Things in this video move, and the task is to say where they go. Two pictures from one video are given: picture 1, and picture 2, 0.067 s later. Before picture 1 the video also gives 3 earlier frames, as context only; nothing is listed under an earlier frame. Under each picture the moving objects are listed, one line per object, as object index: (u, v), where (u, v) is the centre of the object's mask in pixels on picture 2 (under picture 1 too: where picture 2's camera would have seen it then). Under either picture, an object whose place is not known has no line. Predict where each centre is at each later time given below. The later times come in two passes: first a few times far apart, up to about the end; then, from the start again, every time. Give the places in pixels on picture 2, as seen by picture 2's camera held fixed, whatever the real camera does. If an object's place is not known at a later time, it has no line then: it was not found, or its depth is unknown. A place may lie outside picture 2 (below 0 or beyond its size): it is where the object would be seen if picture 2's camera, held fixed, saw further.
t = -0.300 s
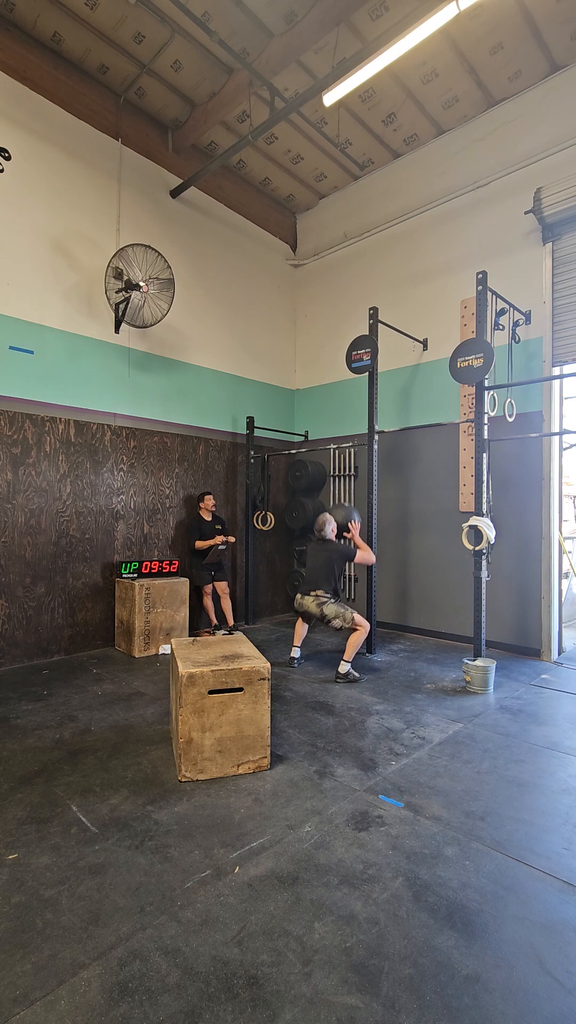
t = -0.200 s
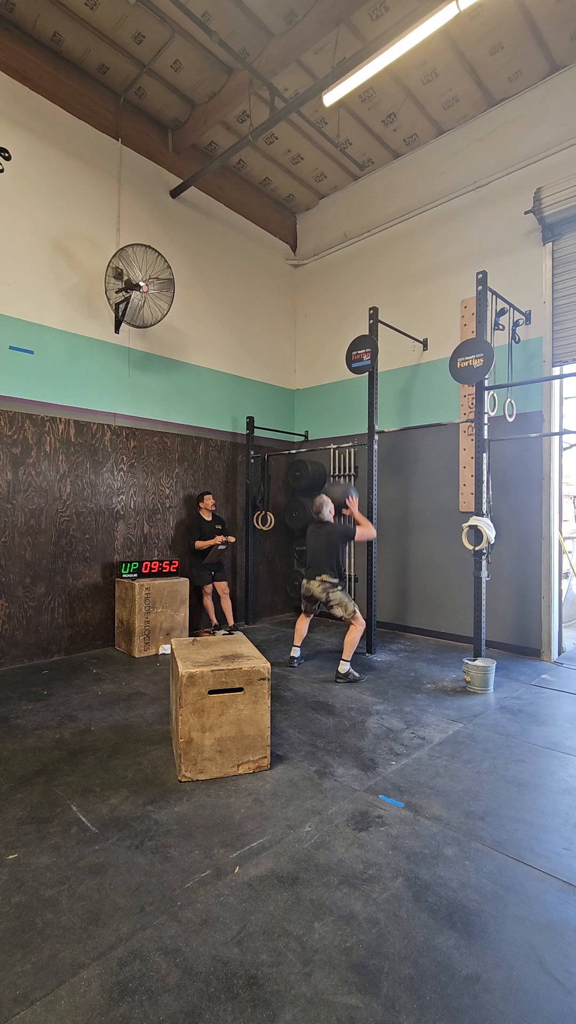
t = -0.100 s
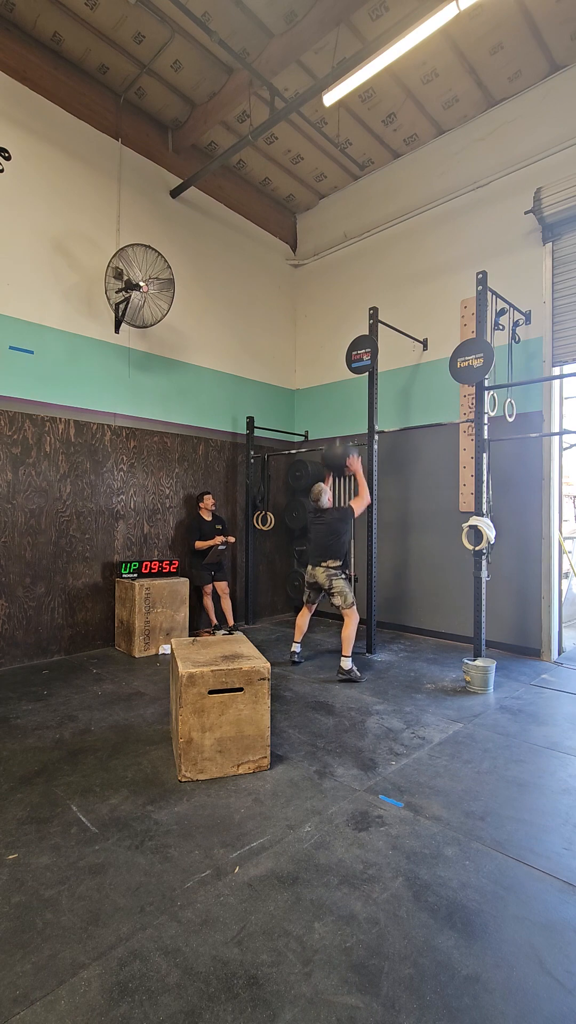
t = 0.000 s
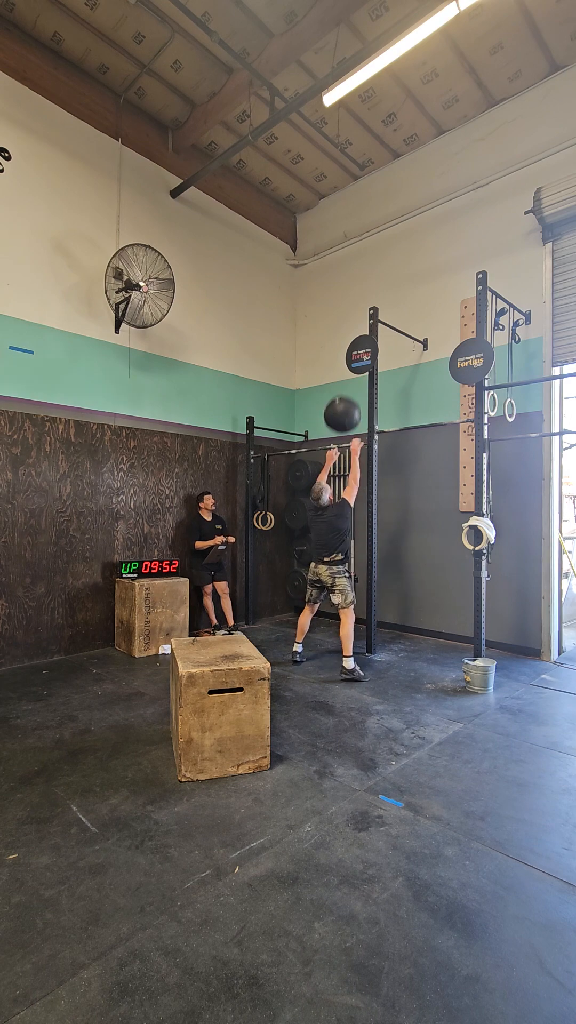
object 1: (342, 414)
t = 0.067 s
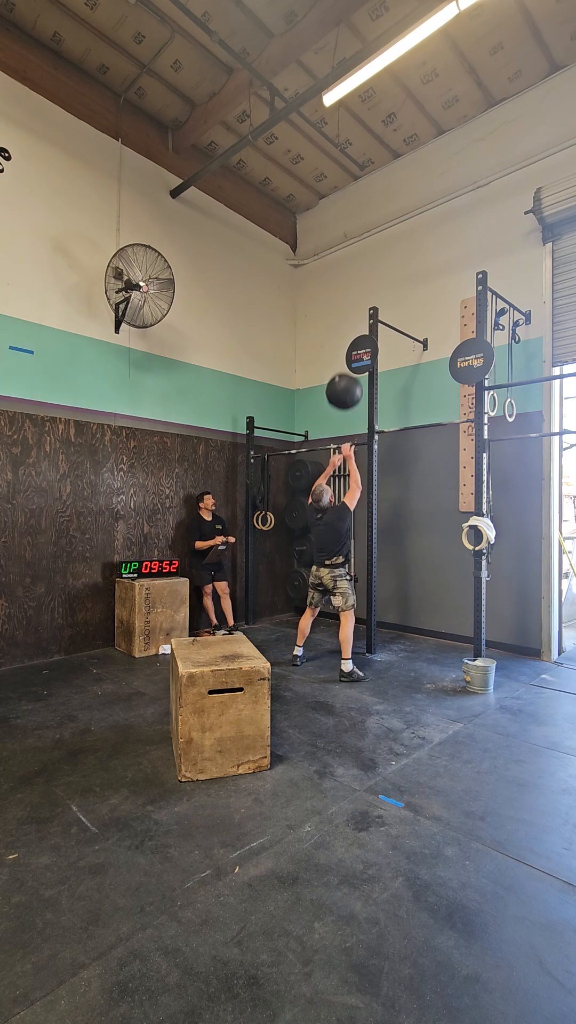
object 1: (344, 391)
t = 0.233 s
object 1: (348, 353)
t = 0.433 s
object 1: (353, 342)
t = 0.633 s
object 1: (351, 367)
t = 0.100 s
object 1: (345, 381)
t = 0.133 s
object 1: (346, 373)
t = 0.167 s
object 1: (347, 365)
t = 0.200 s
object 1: (348, 358)
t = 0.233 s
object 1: (348, 353)
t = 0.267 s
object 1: (349, 348)
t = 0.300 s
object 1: (350, 345)
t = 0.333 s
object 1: (351, 343)
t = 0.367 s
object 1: (352, 342)
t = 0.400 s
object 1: (352, 342)
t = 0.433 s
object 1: (353, 342)
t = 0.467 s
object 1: (354, 345)
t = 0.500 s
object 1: (354, 348)
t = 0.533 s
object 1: (354, 350)
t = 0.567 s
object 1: (353, 355)
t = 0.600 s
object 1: (352, 361)
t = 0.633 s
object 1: (351, 367)
